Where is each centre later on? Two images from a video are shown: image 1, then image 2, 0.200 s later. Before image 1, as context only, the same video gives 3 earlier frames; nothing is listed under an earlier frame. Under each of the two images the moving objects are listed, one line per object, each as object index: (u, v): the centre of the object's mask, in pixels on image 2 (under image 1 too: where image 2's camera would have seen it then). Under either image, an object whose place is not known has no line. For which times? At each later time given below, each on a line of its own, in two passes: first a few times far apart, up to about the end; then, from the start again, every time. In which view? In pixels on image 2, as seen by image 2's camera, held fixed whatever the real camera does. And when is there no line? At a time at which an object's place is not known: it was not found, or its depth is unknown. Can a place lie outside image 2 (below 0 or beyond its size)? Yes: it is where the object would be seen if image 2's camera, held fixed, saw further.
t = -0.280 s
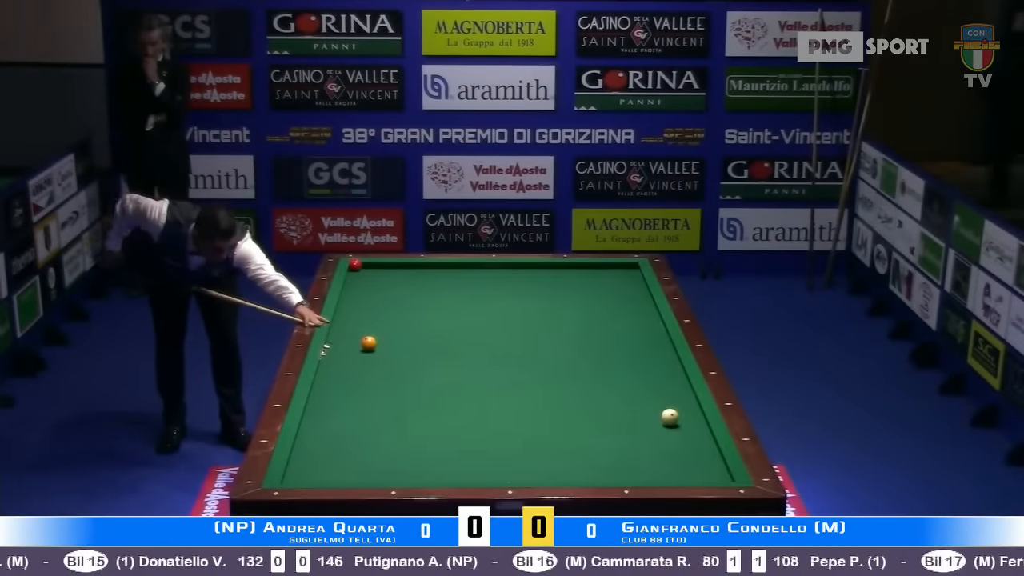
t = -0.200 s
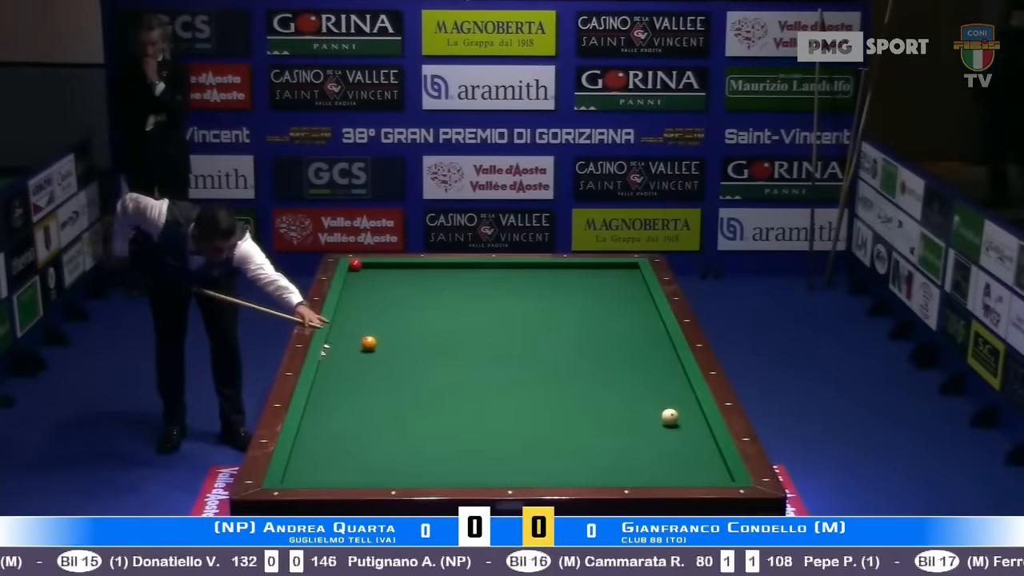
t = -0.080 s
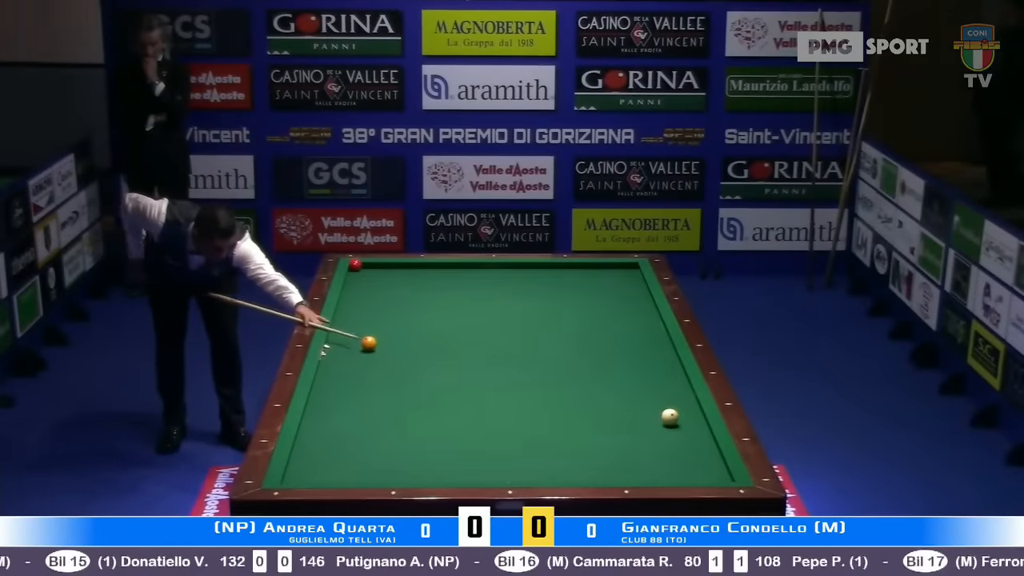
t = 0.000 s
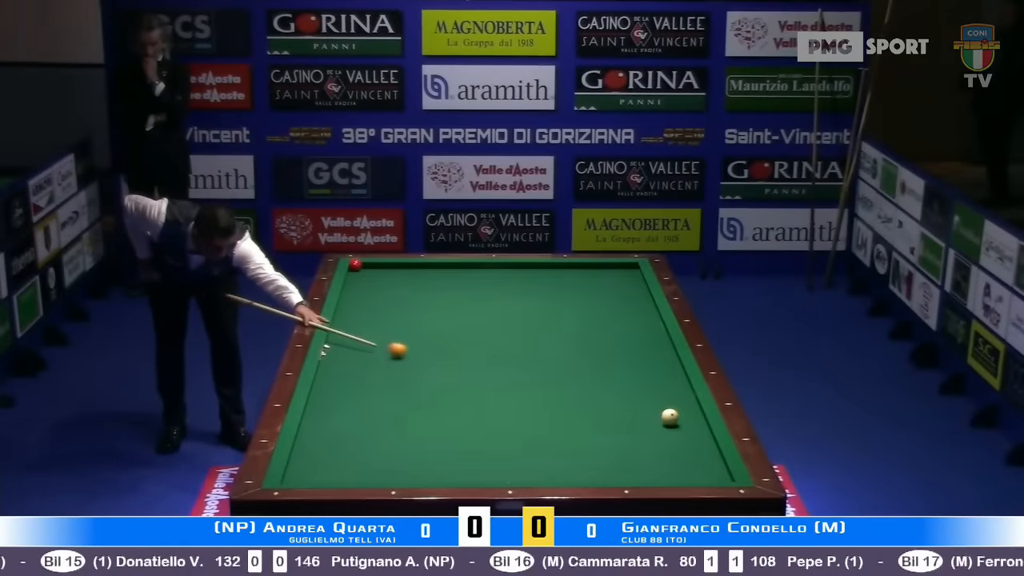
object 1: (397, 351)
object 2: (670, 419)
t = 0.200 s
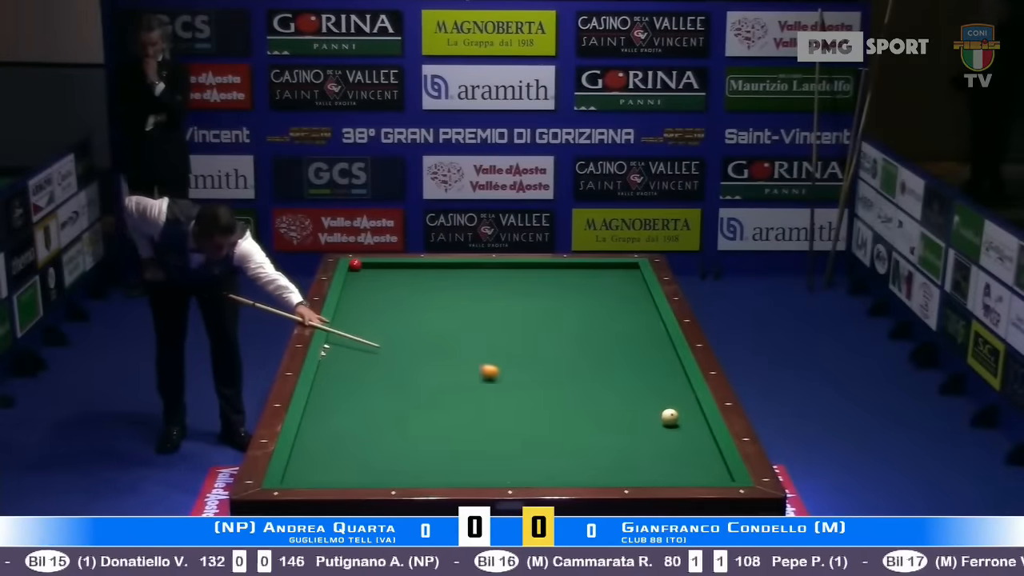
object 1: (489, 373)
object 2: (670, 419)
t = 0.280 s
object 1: (527, 382)
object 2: (670, 419)
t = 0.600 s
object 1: (661, 413)
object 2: (697, 426)
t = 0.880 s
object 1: (694, 415)
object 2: (636, 452)
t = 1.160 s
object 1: (666, 418)
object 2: (572, 472)
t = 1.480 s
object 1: (637, 423)
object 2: (496, 473)
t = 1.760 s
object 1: (612, 427)
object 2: (433, 463)
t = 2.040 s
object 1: (588, 430)
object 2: (374, 452)
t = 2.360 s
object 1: (561, 434)
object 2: (310, 440)
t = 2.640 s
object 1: (537, 438)
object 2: (338, 428)
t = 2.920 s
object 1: (514, 442)
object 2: (371, 416)
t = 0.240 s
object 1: (508, 377)
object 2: (670, 419)
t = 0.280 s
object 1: (527, 382)
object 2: (670, 419)
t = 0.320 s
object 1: (546, 386)
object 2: (670, 419)
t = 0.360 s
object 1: (565, 391)
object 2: (670, 419)
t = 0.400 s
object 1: (585, 396)
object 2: (670, 419)
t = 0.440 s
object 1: (604, 401)
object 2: (670, 419)
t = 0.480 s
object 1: (625, 406)
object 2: (670, 419)
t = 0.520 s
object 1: (646, 411)
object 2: (670, 418)
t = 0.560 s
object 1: (658, 414)
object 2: (679, 421)
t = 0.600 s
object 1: (661, 413)
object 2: (697, 426)
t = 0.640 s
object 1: (665, 413)
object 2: (698, 431)
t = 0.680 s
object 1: (669, 412)
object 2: (686, 435)
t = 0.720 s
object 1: (674, 412)
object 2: (676, 439)
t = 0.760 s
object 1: (680, 413)
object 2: (665, 443)
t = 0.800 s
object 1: (686, 413)
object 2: (655, 446)
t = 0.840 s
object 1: (693, 414)
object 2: (645, 449)
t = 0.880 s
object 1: (694, 415)
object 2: (636, 452)
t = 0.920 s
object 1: (689, 415)
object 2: (627, 455)
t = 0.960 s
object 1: (685, 416)
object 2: (618, 458)
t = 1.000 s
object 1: (681, 416)
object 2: (609, 461)
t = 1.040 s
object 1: (677, 417)
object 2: (599, 464)
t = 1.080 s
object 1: (674, 417)
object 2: (590, 467)
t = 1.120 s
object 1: (670, 417)
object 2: (581, 470)
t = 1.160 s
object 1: (666, 418)
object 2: (572, 472)
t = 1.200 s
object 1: (663, 419)
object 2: (562, 474)
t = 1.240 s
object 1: (659, 419)
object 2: (553, 475)
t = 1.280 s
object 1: (656, 420)
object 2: (543, 478)
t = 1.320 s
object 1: (651, 420)
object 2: (533, 478)
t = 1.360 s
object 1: (648, 421)
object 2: (524, 476)
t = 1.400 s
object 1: (644, 422)
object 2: (514, 475)
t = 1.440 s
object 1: (641, 422)
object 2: (505, 474)
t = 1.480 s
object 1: (637, 423)
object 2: (496, 473)
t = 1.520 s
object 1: (634, 424)
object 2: (487, 472)
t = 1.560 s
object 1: (630, 424)
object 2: (478, 471)
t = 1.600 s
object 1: (626, 424)
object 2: (469, 469)
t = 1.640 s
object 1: (623, 425)
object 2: (459, 468)
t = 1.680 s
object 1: (619, 426)
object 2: (451, 466)
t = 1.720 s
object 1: (615, 426)
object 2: (442, 465)
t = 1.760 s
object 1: (612, 427)
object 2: (433, 463)
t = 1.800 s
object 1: (609, 427)
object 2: (424, 461)
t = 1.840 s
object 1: (605, 428)
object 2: (416, 460)
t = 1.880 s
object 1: (601, 428)
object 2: (407, 458)
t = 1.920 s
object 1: (598, 429)
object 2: (399, 457)
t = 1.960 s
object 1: (594, 430)
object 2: (390, 455)
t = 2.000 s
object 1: (591, 430)
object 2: (382, 453)
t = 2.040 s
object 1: (588, 430)
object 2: (374, 452)
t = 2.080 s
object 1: (584, 431)
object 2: (365, 450)
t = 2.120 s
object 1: (581, 431)
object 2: (357, 448)
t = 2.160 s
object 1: (577, 432)
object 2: (349, 447)
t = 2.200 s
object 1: (574, 432)
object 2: (341, 445)
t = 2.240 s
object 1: (571, 433)
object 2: (333, 444)
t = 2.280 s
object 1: (567, 433)
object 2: (325, 443)
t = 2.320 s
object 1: (564, 434)
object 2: (317, 441)
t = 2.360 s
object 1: (561, 434)
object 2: (310, 440)
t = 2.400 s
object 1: (557, 436)
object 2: (303, 439)
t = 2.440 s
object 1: (554, 436)
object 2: (310, 436)
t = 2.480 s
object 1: (550, 436)
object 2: (317, 435)
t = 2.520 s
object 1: (547, 437)
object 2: (322, 433)
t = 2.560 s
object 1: (544, 437)
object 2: (327, 431)
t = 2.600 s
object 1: (540, 438)
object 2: (332, 429)
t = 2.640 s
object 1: (537, 438)
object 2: (338, 428)
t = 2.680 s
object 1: (534, 439)
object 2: (342, 426)
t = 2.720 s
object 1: (531, 440)
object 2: (347, 424)
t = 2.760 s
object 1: (527, 440)
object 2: (352, 422)
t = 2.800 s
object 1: (524, 441)
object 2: (357, 421)
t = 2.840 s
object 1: (521, 441)
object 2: (361, 419)
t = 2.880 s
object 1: (518, 442)
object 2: (366, 417)
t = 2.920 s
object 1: (514, 442)
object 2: (371, 416)
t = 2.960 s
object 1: (511, 443)
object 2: (375, 414)
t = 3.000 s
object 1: (508, 444)
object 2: (380, 413)
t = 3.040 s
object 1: (505, 444)
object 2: (384, 411)
